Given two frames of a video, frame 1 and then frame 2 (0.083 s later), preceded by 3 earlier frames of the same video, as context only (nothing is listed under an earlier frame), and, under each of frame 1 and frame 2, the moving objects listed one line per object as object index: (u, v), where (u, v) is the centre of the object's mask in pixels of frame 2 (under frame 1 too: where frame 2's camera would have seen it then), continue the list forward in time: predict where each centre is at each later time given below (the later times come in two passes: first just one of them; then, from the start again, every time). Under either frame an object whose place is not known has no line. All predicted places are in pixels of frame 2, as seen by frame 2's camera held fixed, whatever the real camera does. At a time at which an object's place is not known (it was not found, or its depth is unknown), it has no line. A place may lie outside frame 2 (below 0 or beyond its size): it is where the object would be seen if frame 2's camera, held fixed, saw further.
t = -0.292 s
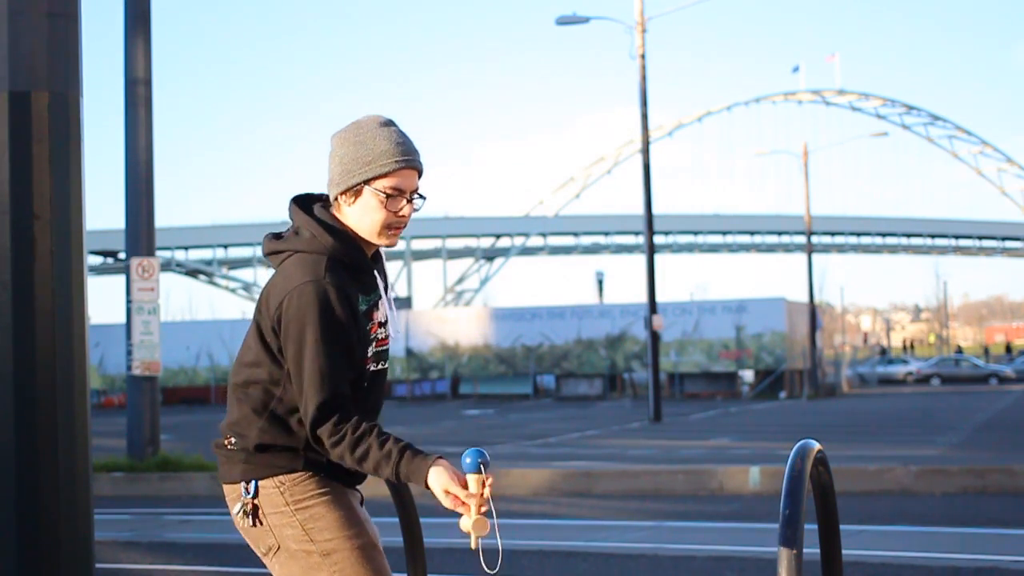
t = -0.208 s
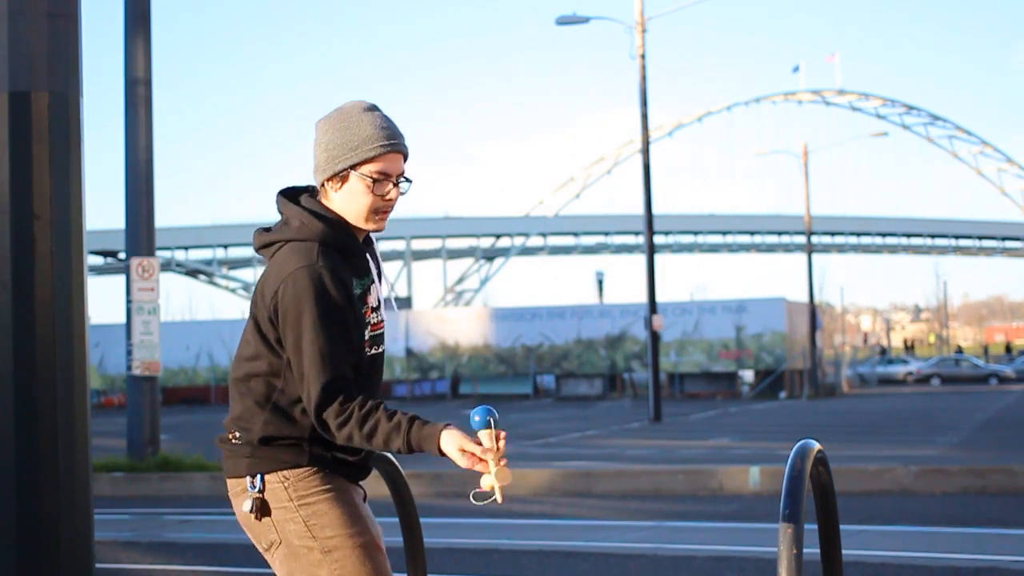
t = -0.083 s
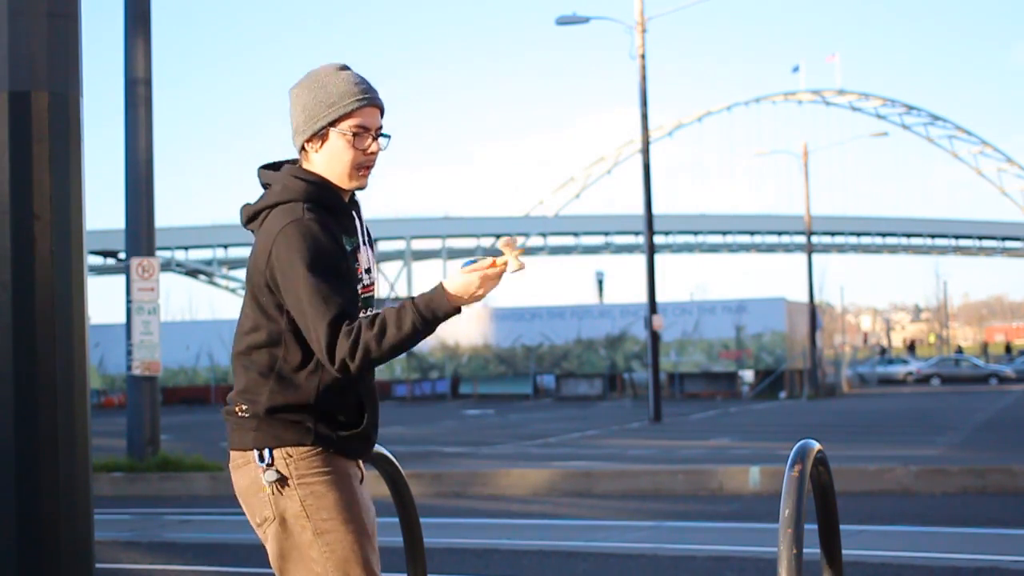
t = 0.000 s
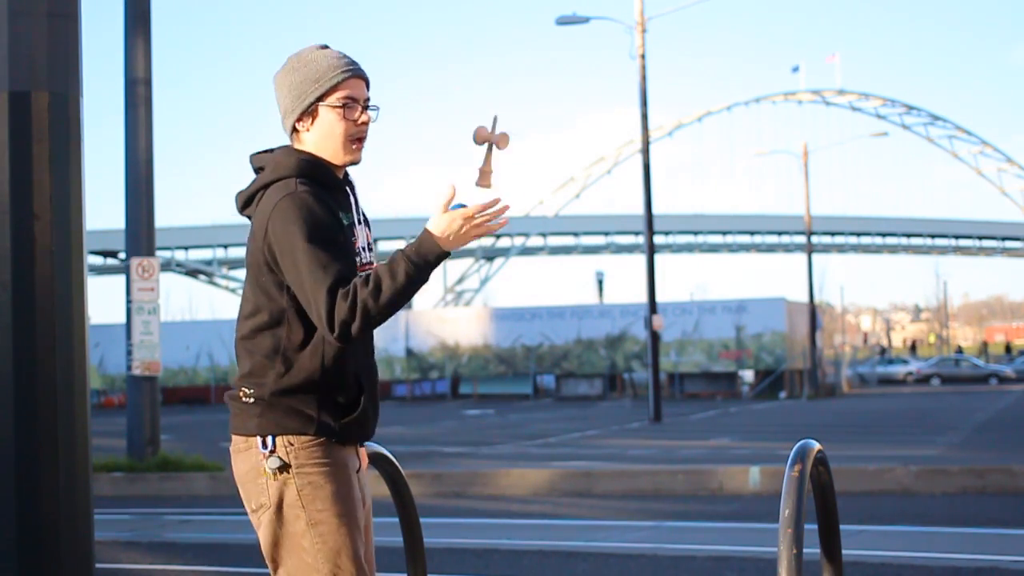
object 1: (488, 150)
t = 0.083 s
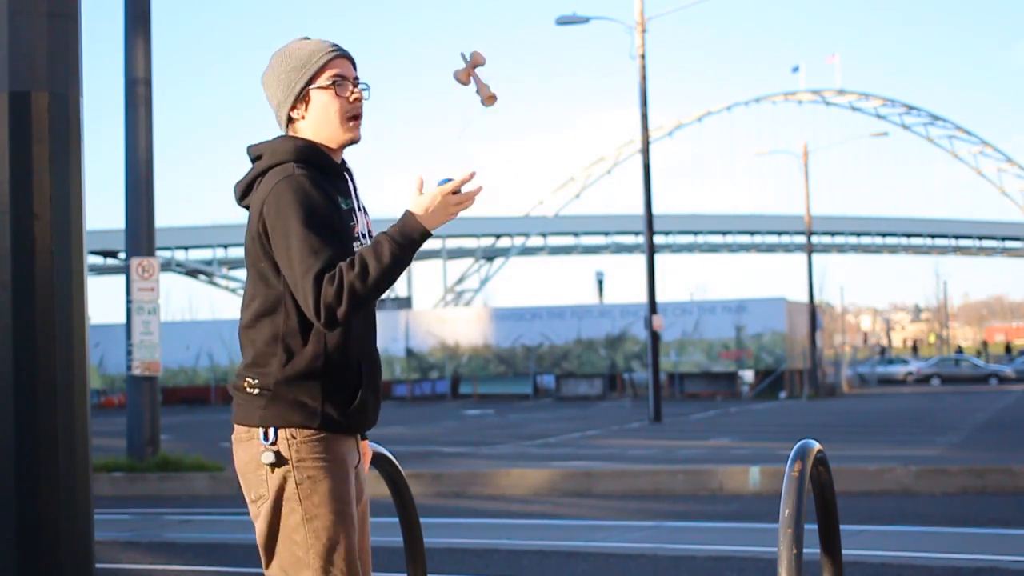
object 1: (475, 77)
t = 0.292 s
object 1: (449, 34)
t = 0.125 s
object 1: (471, 57)
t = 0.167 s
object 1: (463, 35)
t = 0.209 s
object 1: (459, 28)
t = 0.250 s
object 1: (452, 31)
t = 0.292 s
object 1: (449, 34)
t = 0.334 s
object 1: (444, 43)
